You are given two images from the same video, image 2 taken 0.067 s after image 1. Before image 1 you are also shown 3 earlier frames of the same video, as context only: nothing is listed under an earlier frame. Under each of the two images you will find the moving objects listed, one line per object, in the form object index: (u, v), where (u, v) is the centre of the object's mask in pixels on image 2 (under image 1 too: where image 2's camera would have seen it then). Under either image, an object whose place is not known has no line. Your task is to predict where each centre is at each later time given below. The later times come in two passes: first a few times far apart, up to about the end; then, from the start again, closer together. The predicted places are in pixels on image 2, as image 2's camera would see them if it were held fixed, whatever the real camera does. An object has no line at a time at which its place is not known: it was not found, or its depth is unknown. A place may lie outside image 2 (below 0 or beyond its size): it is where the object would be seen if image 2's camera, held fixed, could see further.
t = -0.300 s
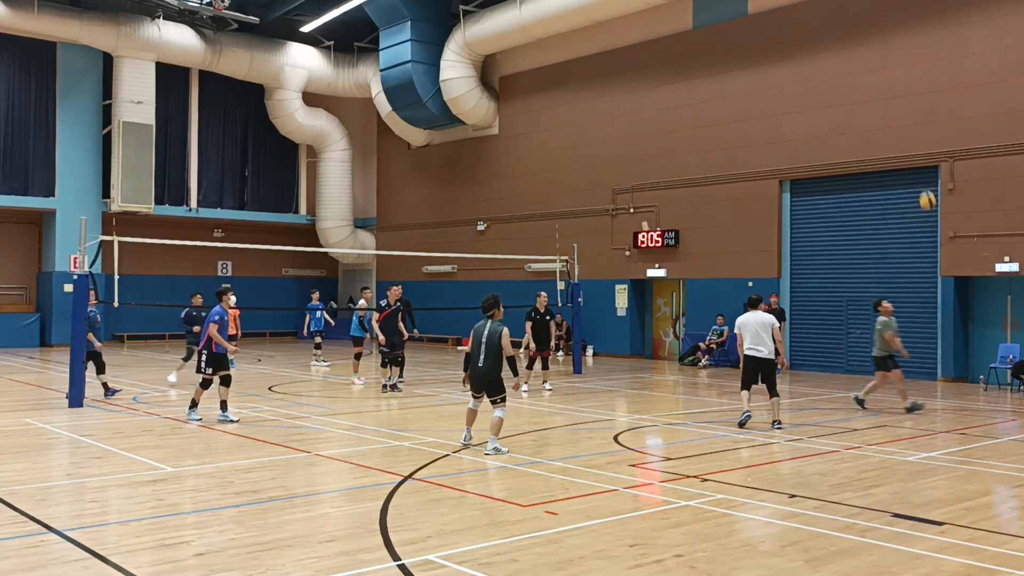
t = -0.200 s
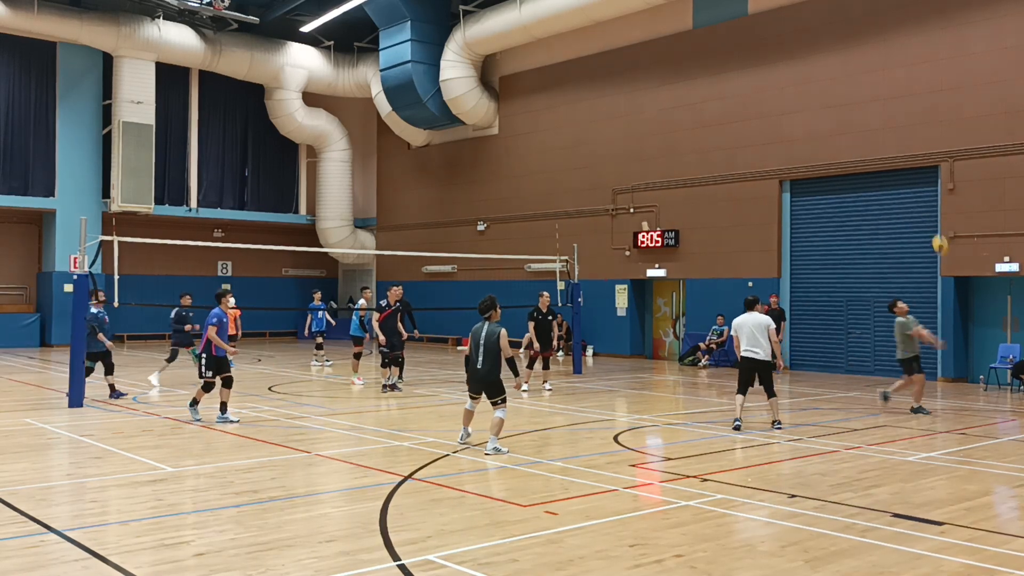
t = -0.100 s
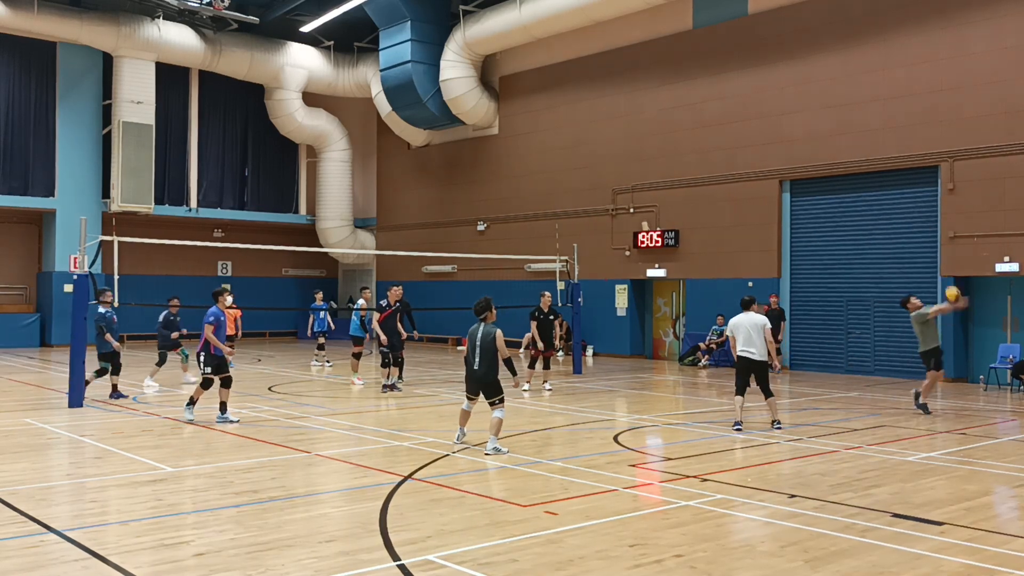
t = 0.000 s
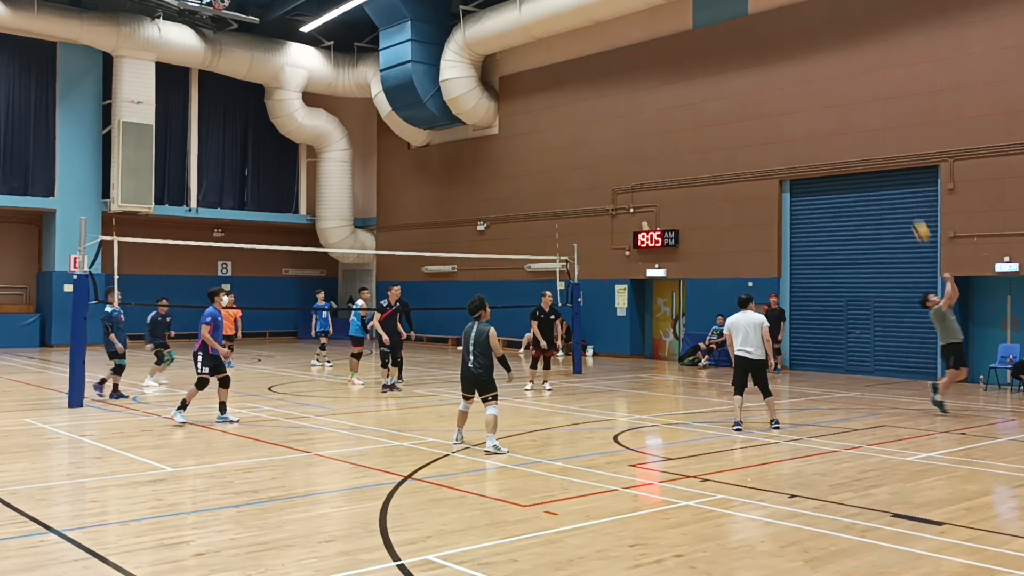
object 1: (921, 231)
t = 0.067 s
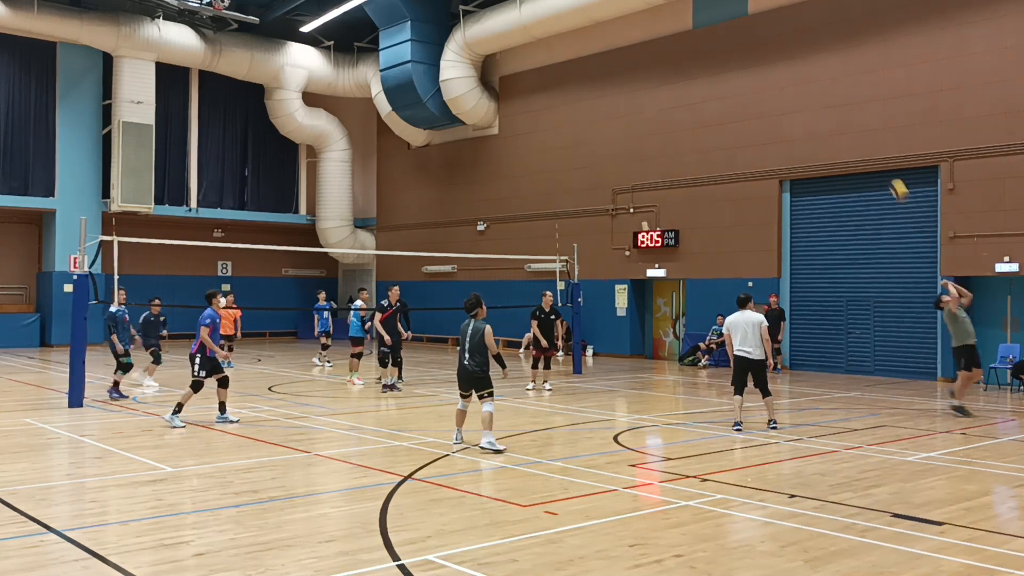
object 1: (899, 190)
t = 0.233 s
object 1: (844, 104)
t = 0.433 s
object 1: (782, 32)
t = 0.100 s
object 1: (888, 172)
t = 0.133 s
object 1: (877, 152)
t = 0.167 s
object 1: (866, 135)
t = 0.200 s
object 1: (856, 120)
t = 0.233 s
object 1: (844, 104)
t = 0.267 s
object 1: (833, 90)
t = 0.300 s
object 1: (824, 77)
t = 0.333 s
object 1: (812, 64)
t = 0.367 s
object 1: (802, 53)
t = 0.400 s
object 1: (793, 43)
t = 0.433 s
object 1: (782, 32)
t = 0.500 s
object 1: (761, 15)
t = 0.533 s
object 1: (751, 8)
